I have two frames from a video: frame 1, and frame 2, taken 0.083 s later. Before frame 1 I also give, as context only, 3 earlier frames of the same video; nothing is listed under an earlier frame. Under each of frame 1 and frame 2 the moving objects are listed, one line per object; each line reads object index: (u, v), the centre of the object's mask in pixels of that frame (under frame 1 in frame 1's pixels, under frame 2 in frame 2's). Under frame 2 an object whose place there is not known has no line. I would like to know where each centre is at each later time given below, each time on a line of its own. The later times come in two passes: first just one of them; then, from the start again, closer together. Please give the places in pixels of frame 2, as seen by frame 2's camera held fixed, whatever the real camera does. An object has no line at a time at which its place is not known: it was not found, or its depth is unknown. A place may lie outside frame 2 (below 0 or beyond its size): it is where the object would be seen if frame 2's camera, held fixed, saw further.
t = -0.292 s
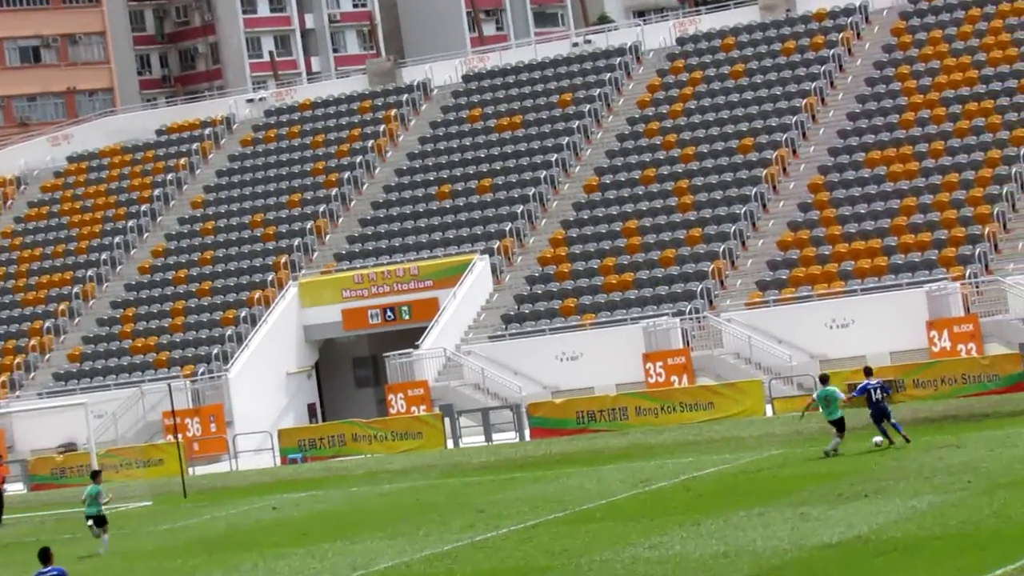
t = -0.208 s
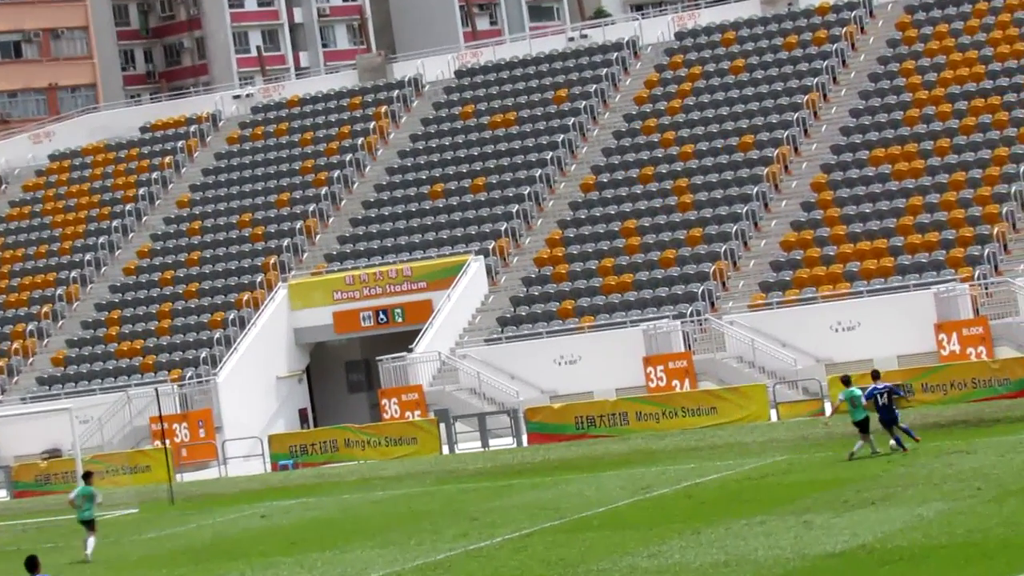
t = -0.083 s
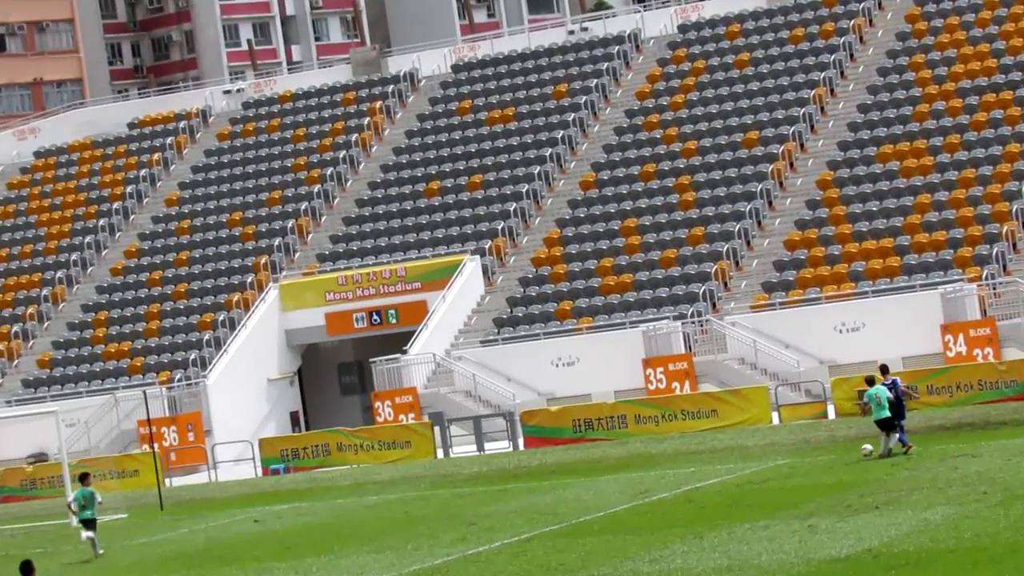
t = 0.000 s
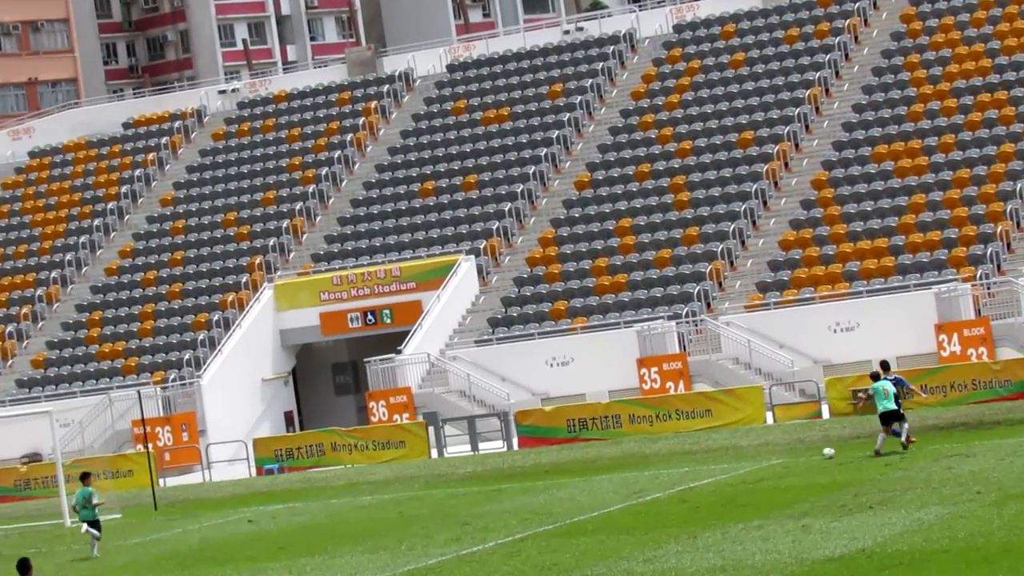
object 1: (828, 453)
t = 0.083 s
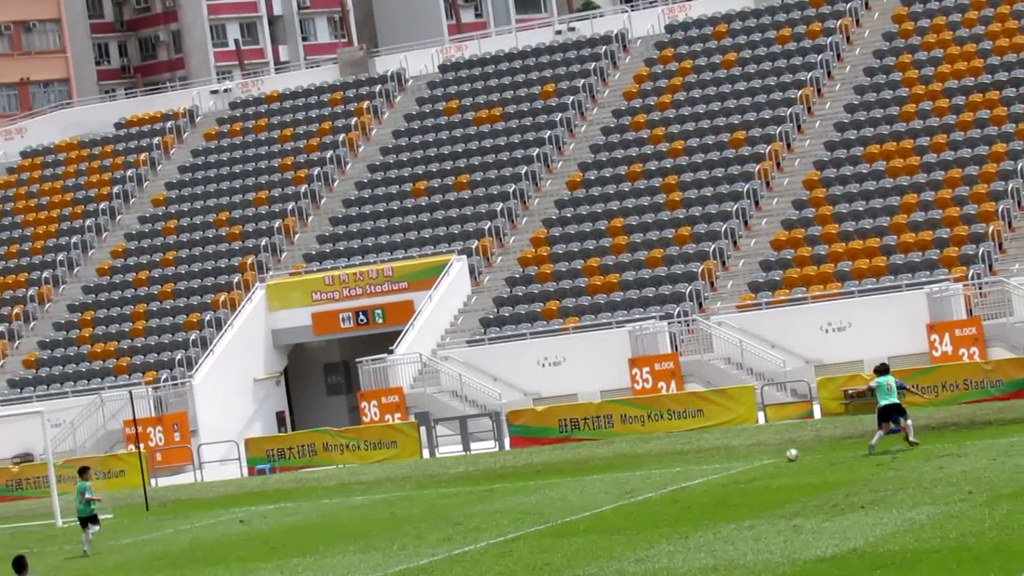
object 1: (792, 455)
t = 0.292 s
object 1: (740, 458)
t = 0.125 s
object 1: (780, 457)
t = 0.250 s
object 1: (750, 457)
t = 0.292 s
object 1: (740, 458)
